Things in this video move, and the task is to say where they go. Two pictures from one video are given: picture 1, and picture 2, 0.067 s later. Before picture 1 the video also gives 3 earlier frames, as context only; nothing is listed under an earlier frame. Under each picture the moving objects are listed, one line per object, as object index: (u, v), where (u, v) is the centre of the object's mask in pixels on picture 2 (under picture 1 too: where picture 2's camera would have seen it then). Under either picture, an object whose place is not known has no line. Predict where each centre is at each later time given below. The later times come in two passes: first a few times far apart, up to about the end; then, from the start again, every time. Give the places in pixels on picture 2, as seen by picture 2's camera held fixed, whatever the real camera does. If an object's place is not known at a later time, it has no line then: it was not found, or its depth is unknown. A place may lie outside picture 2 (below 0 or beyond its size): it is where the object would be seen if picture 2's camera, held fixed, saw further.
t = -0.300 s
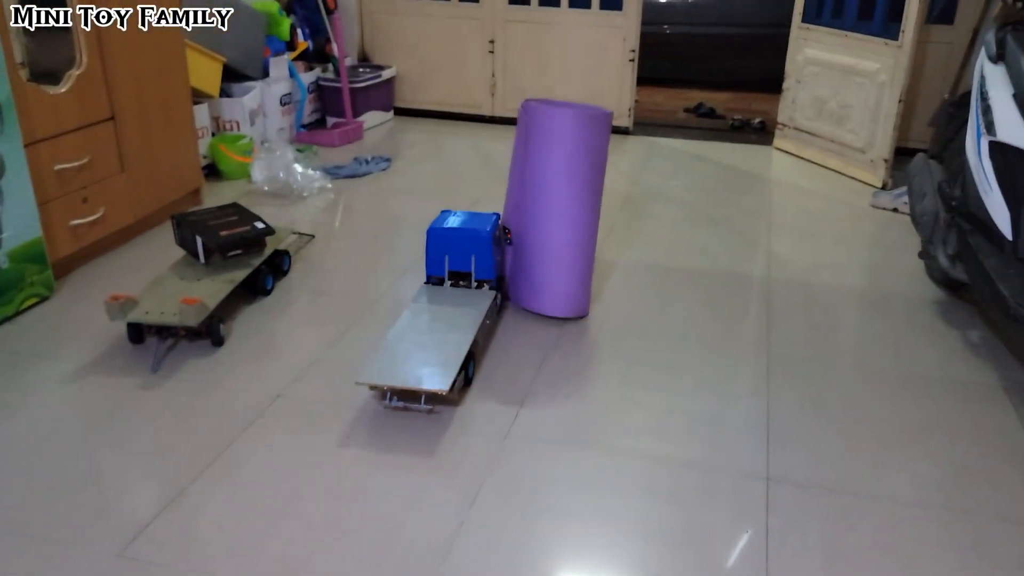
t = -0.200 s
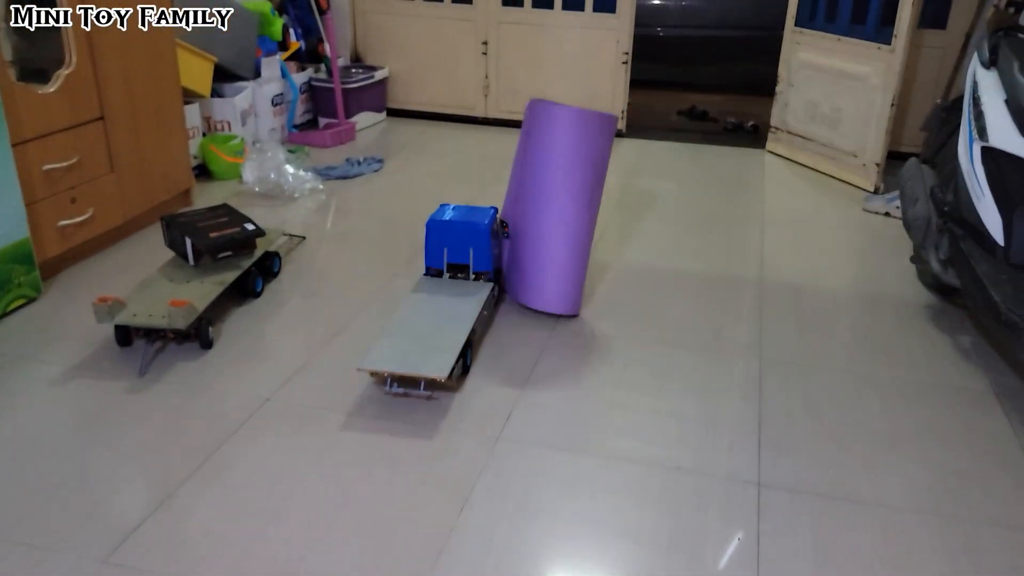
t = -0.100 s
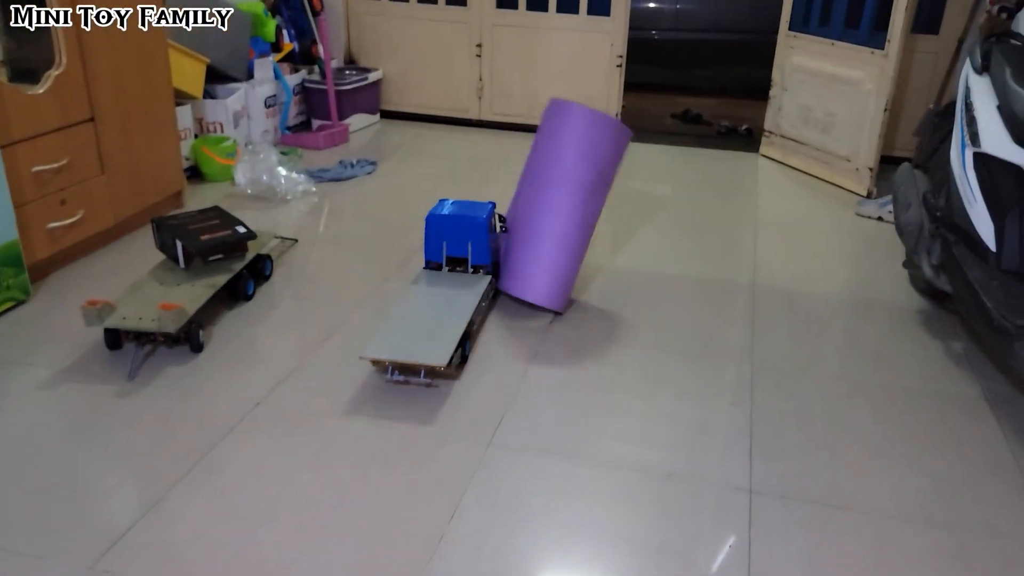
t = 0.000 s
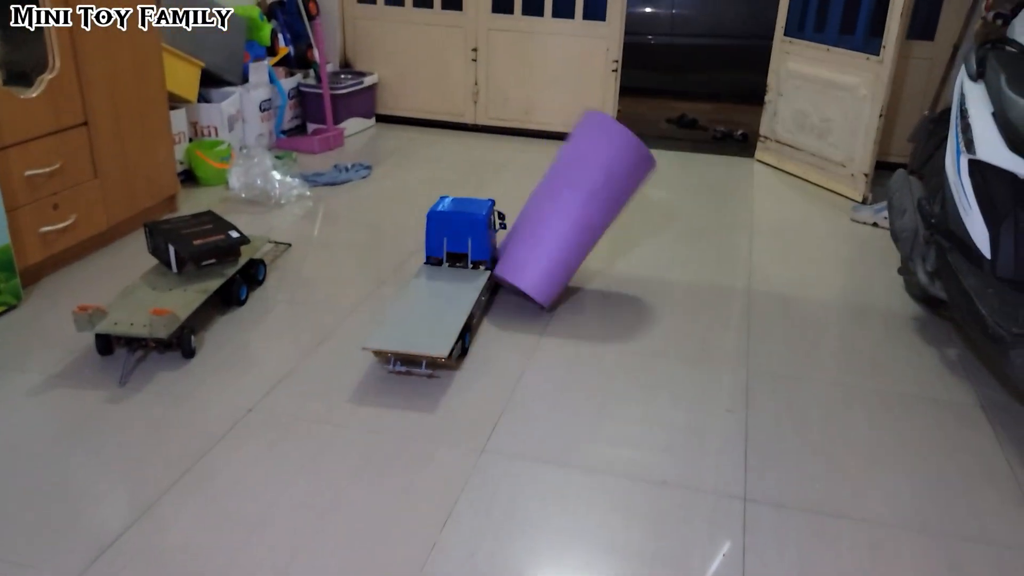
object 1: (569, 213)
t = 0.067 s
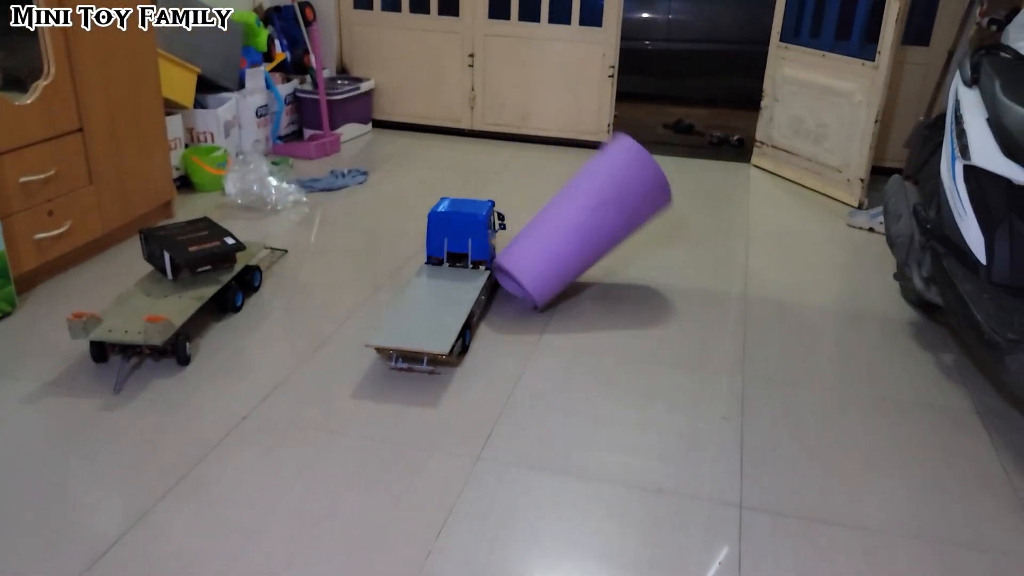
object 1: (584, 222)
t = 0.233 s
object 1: (592, 260)
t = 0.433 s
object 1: (594, 233)
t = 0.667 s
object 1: (596, 231)
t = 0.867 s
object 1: (598, 234)
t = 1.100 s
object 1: (599, 237)
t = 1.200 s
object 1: (599, 237)
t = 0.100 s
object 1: (590, 229)
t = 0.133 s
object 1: (596, 240)
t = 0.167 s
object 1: (599, 252)
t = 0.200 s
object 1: (595, 260)
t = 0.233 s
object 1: (592, 260)
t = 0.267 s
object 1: (593, 254)
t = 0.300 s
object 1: (593, 246)
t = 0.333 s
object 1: (594, 239)
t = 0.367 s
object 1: (594, 235)
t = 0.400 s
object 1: (594, 233)
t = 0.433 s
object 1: (594, 233)
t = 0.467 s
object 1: (595, 234)
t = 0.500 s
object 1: (593, 235)
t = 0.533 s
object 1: (594, 236)
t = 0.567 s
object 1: (594, 235)
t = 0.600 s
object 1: (595, 234)
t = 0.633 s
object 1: (595, 232)
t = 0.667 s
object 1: (596, 231)
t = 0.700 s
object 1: (597, 231)
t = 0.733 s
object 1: (597, 231)
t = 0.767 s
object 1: (597, 232)
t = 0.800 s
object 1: (597, 233)
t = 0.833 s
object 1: (597, 234)
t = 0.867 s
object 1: (598, 234)
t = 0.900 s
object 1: (599, 234)
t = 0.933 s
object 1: (598, 234)
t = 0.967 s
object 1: (598, 235)
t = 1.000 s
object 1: (598, 235)
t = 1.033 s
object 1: (598, 236)
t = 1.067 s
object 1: (599, 237)
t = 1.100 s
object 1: (599, 237)
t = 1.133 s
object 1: (599, 237)
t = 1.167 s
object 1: (599, 237)
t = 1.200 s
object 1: (599, 237)
